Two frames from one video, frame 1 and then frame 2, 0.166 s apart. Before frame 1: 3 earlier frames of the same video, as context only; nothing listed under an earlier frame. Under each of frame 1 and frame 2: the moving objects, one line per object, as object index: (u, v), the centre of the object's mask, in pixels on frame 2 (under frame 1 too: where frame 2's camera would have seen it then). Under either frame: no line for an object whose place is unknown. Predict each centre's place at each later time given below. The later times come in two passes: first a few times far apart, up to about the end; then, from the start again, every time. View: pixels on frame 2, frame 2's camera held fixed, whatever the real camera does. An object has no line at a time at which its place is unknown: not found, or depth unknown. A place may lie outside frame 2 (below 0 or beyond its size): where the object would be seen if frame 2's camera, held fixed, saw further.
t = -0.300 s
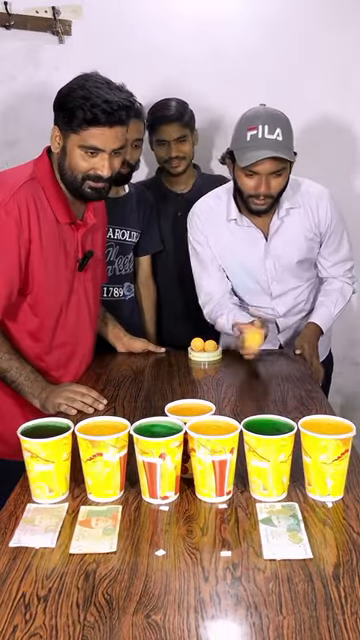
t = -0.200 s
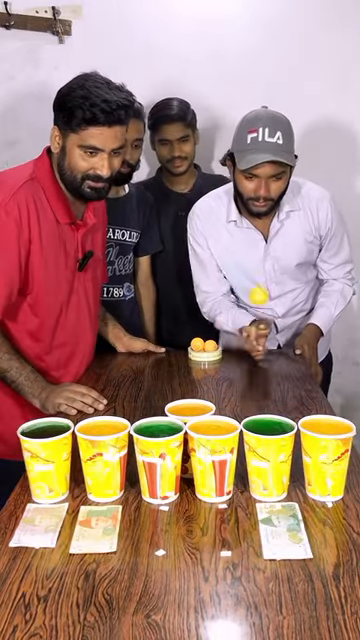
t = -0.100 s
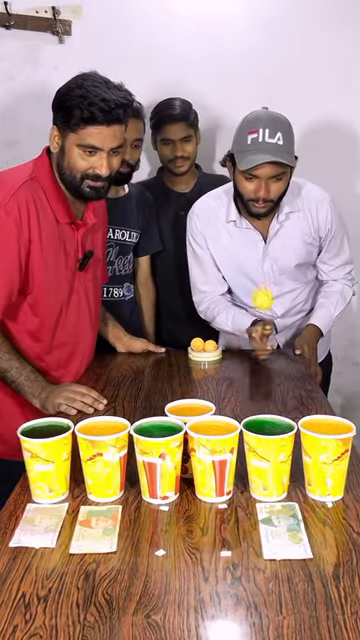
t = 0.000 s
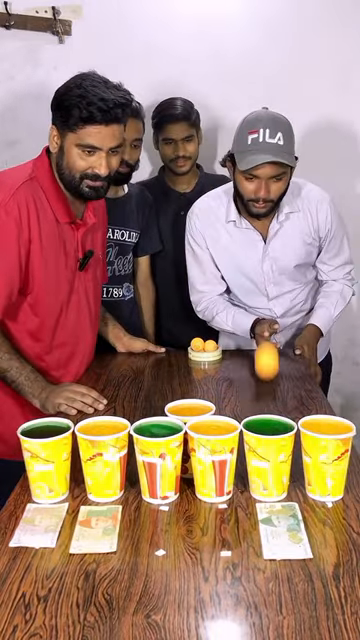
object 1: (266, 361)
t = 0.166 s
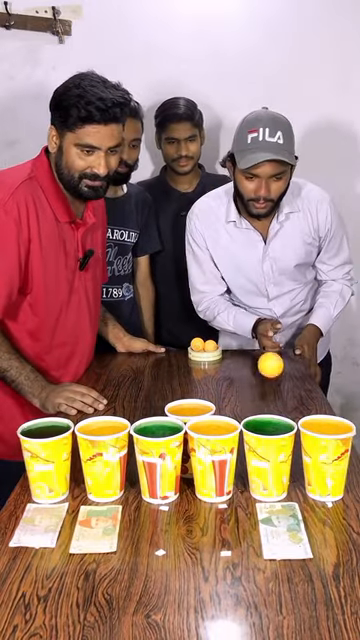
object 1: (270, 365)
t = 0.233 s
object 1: (271, 380)
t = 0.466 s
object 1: (271, 418)
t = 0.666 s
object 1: (267, 420)
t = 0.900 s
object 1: (264, 416)
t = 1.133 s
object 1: (262, 416)
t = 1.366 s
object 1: (260, 414)
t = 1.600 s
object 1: (258, 414)
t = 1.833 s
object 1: (256, 415)
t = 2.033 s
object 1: (256, 416)
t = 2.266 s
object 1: (254, 417)
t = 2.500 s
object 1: (254, 417)
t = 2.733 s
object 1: (254, 417)
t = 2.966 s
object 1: (254, 417)
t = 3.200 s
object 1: (255, 416)
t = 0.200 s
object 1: (271, 369)
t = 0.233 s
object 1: (271, 380)
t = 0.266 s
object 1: (271, 397)
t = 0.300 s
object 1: (272, 418)
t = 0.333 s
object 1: (272, 425)
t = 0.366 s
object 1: (271, 425)
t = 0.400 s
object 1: (271, 422)
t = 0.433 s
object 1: (271, 417)
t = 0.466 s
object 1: (271, 418)
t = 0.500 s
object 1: (271, 423)
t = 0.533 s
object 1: (270, 425)
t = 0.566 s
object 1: (270, 425)
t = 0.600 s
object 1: (269, 424)
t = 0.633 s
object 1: (268, 422)
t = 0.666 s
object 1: (267, 420)
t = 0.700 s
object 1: (266, 419)
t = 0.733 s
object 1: (265, 420)
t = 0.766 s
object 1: (265, 421)
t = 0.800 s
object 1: (264, 420)
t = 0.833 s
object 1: (264, 418)
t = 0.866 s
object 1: (264, 417)
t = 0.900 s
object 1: (264, 416)
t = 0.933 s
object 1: (263, 417)
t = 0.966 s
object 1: (263, 417)
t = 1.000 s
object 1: (262, 417)
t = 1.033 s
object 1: (262, 416)
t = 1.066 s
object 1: (262, 415)
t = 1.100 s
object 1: (262, 415)
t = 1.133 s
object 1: (262, 416)
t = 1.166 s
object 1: (262, 415)
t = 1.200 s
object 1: (261, 415)
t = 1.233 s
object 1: (260, 414)
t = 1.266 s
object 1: (261, 414)
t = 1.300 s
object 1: (260, 414)
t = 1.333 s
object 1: (260, 414)
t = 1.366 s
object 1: (260, 414)
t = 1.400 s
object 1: (260, 415)
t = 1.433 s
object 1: (260, 415)
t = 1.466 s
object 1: (260, 415)
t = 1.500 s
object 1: (260, 414)
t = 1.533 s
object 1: (259, 414)
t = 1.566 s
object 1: (259, 414)
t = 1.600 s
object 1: (258, 414)
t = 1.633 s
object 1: (258, 415)
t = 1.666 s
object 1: (258, 415)
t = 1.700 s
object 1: (258, 415)
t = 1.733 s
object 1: (258, 415)
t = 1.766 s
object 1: (257, 415)
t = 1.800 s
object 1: (257, 415)
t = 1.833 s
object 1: (256, 415)
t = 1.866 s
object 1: (256, 415)
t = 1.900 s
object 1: (256, 415)
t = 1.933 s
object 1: (256, 416)
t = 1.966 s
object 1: (255, 416)
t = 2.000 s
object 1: (256, 416)
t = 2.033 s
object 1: (256, 416)
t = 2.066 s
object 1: (255, 416)
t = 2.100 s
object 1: (255, 416)
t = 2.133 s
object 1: (255, 416)
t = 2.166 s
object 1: (254, 416)
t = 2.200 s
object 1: (254, 416)
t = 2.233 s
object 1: (254, 417)
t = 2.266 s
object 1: (254, 417)
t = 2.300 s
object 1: (254, 417)
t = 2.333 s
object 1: (254, 417)
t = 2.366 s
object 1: (254, 417)
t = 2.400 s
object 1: (254, 417)
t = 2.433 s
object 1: (254, 417)
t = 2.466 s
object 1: (254, 417)
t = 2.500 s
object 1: (254, 417)
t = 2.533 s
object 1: (254, 417)
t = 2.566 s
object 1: (254, 417)
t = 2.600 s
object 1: (254, 417)
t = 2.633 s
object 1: (254, 417)
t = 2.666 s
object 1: (254, 417)
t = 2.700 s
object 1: (254, 417)
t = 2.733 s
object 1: (254, 417)
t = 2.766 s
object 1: (254, 417)
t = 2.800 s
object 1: (254, 417)
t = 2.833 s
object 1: (254, 417)
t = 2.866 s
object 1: (254, 417)
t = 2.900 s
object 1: (254, 417)
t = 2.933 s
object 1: (254, 417)
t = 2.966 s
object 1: (254, 417)
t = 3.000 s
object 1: (254, 417)
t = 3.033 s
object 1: (254, 416)
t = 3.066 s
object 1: (254, 416)
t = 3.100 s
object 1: (255, 416)
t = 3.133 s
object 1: (254, 416)
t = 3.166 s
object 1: (255, 417)
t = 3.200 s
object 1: (255, 416)
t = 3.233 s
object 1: (255, 416)
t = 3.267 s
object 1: (255, 416)
